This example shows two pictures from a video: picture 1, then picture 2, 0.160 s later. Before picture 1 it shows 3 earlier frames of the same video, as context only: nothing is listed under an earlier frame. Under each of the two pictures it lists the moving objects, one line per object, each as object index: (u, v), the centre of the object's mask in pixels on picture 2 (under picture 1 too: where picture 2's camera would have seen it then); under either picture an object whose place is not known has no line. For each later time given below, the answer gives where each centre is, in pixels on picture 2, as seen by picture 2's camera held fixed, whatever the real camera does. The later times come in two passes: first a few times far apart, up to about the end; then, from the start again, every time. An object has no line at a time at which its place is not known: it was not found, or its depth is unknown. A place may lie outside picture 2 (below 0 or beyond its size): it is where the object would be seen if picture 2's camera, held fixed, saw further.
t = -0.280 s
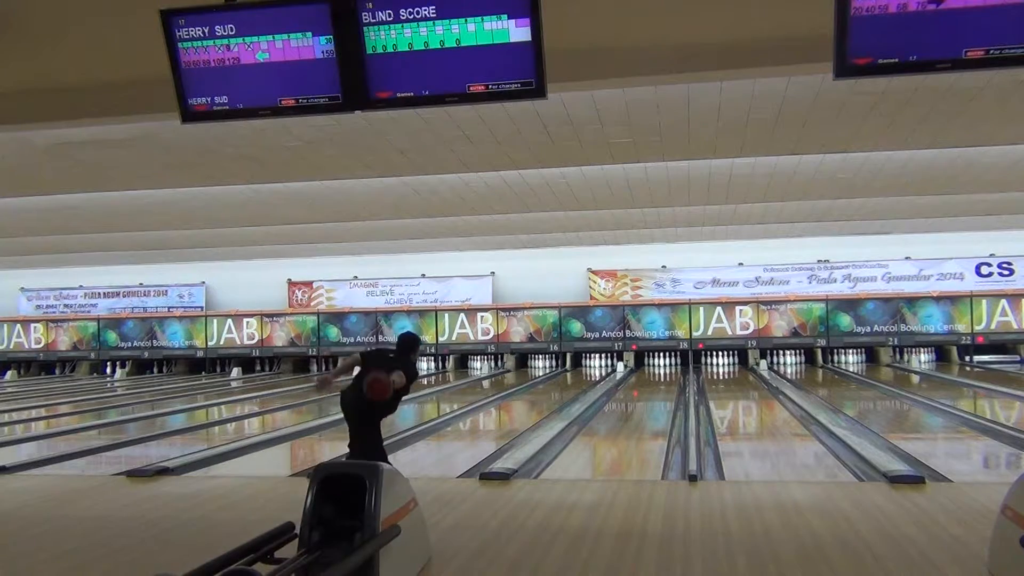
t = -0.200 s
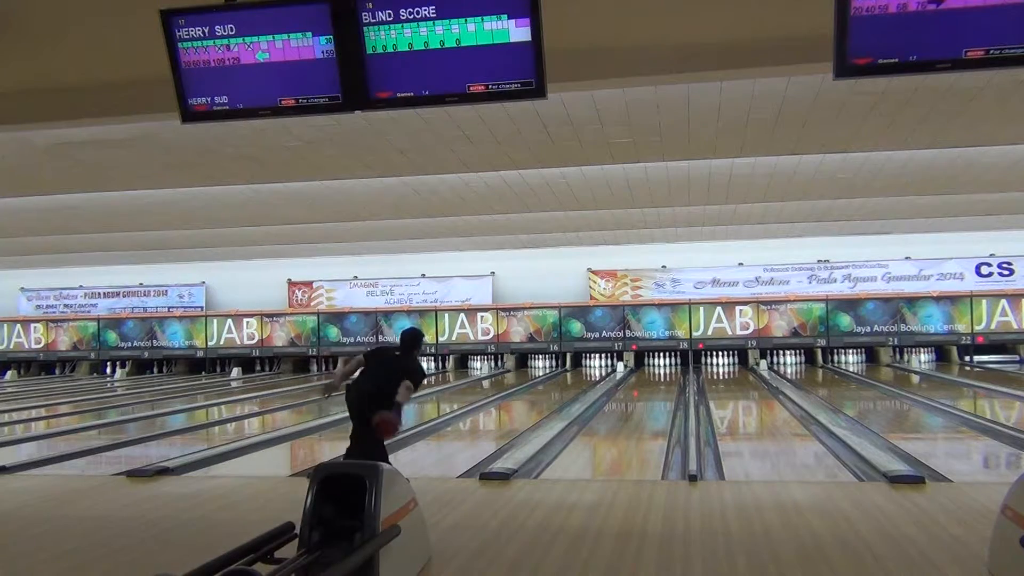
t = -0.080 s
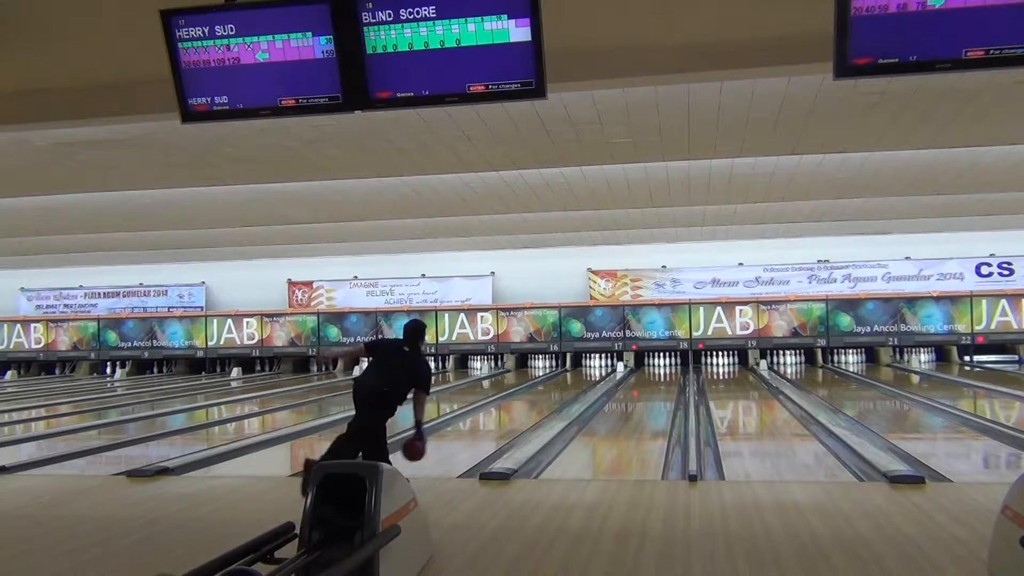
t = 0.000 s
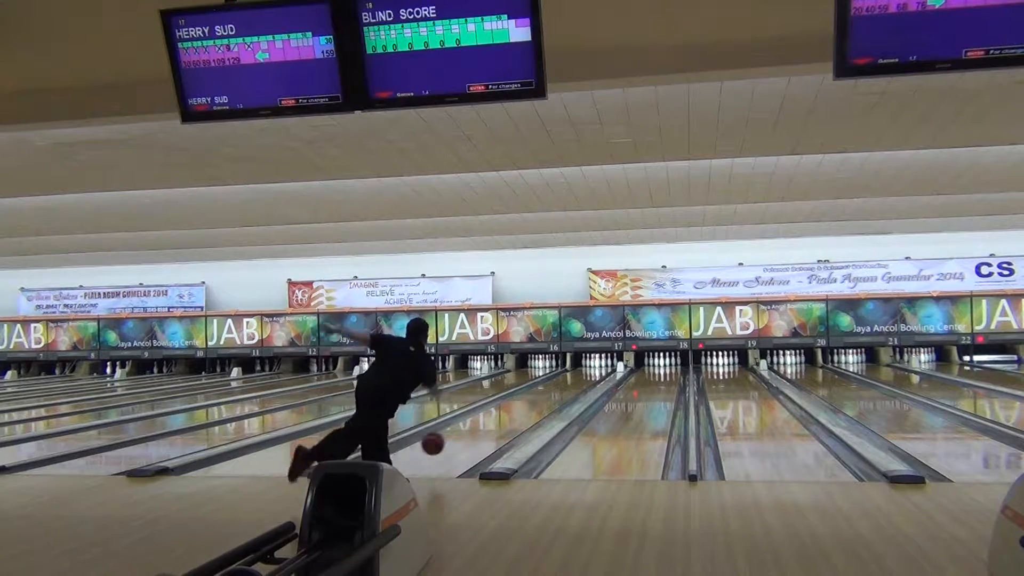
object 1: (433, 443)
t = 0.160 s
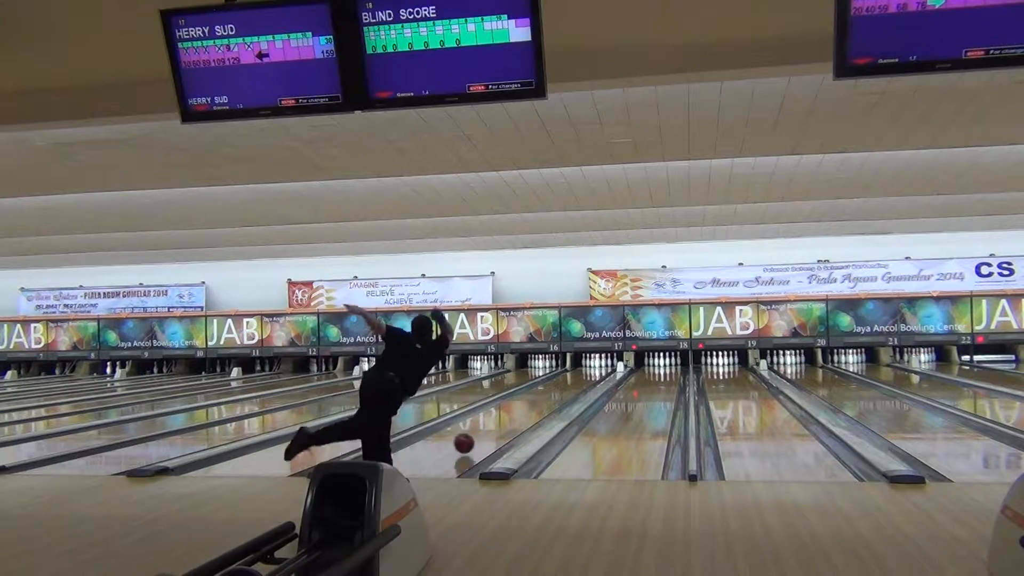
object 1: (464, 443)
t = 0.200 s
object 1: (470, 439)
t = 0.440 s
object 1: (502, 421)
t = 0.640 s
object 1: (522, 410)
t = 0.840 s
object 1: (538, 401)
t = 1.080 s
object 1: (553, 392)
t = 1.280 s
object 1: (562, 387)
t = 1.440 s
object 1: (570, 381)
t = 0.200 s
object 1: (470, 439)
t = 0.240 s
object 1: (477, 436)
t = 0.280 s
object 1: (482, 433)
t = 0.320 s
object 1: (488, 430)
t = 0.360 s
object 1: (493, 427)
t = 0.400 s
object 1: (498, 424)
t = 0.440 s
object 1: (502, 421)
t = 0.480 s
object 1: (507, 419)
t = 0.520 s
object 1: (511, 416)
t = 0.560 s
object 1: (515, 414)
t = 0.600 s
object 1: (519, 412)
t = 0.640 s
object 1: (522, 410)
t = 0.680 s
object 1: (526, 408)
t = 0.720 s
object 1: (529, 406)
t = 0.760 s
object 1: (532, 404)
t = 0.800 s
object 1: (535, 402)
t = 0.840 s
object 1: (538, 401)
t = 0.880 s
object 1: (541, 399)
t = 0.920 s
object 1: (544, 398)
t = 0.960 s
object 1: (546, 396)
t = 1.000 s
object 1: (549, 394)
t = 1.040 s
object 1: (551, 393)
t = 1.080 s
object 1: (553, 392)
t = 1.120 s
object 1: (555, 390)
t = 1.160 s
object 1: (557, 389)
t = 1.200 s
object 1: (559, 388)
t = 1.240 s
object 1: (560, 387)
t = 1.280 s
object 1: (562, 387)
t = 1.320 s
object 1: (564, 386)
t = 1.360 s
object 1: (566, 384)
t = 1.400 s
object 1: (568, 383)
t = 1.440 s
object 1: (570, 381)
